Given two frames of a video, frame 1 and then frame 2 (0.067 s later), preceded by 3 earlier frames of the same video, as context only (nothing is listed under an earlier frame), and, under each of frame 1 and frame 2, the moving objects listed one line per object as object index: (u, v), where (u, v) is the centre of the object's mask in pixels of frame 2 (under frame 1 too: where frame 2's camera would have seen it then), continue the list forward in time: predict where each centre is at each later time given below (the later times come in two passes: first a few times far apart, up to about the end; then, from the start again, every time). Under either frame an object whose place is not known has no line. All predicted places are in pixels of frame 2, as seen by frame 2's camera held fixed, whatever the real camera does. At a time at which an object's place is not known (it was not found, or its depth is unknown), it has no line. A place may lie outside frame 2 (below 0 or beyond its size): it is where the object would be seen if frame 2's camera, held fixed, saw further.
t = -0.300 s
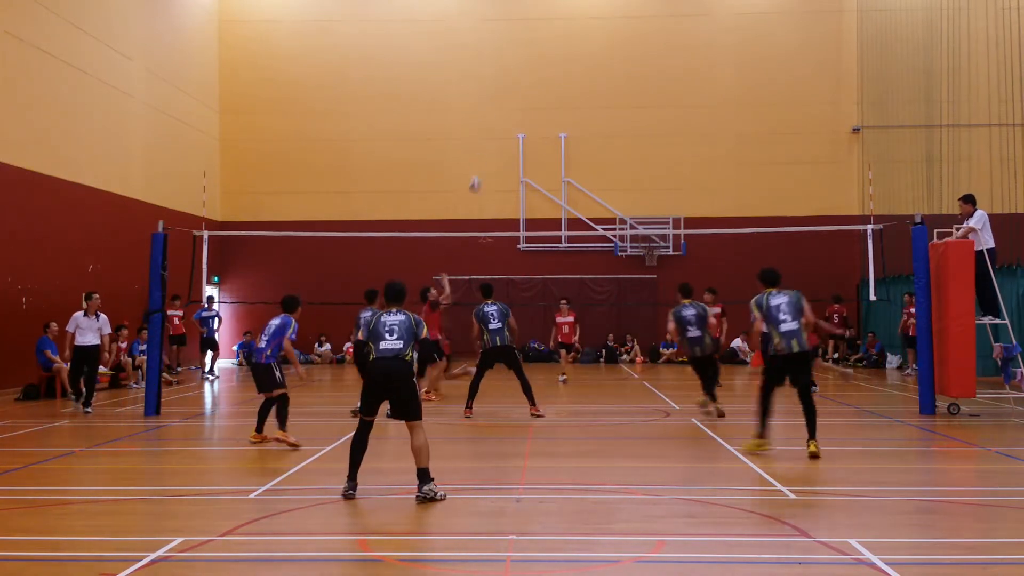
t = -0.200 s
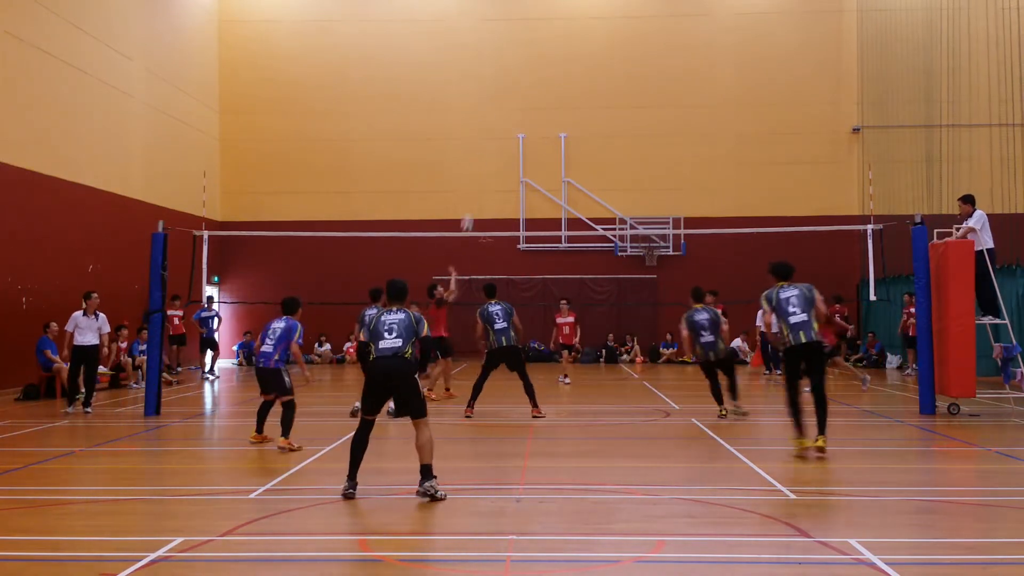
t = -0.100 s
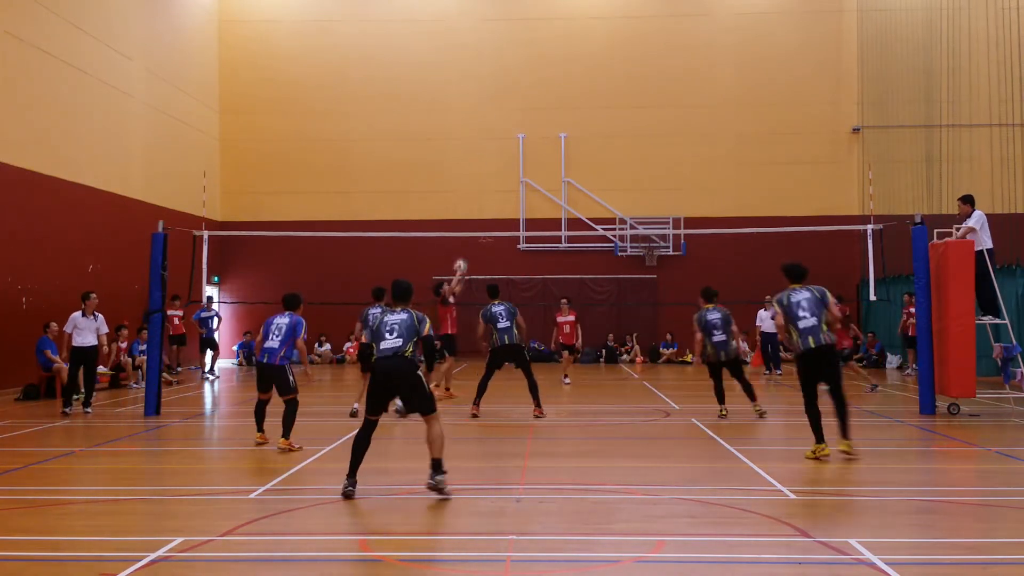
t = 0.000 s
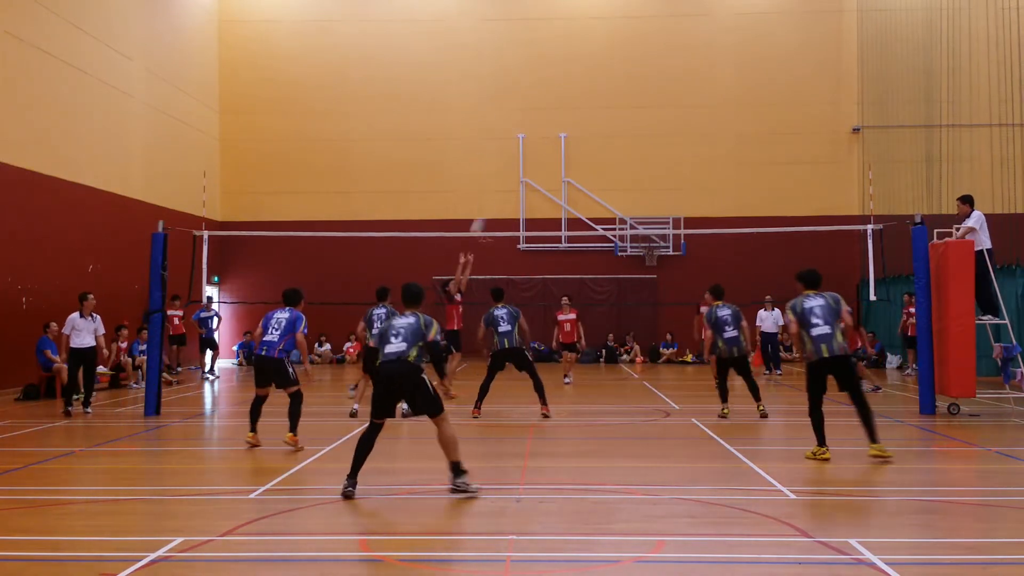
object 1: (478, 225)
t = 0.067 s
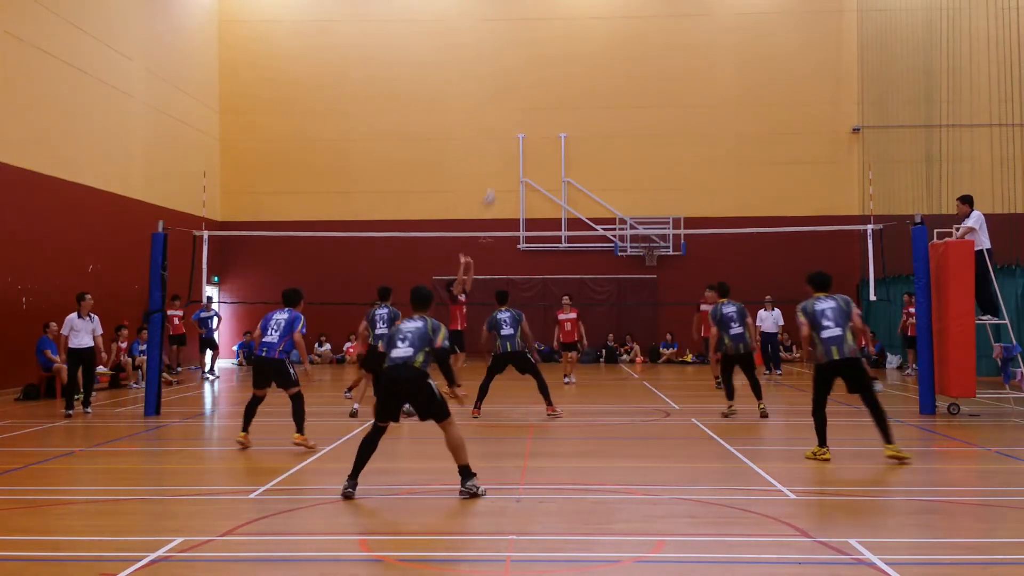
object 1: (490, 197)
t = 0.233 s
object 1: (522, 138)
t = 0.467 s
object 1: (569, 80)
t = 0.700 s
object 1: (618, 57)
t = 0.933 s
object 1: (667, 68)
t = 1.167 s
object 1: (717, 119)
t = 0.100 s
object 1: (496, 184)
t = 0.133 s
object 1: (503, 172)
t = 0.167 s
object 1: (510, 160)
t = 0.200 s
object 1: (517, 147)
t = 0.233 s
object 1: (522, 138)
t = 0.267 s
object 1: (529, 128)
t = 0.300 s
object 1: (536, 118)
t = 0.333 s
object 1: (543, 109)
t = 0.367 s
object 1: (550, 101)
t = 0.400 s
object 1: (556, 93)
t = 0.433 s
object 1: (563, 86)
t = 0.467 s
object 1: (569, 80)
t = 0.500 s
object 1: (577, 75)
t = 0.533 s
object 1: (584, 70)
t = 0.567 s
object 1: (590, 66)
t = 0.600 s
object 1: (597, 62)
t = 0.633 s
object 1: (604, 60)
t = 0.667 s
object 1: (610, 58)
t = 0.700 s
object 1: (618, 57)
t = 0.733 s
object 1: (625, 56)
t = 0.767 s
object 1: (632, 57)
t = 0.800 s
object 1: (639, 57)
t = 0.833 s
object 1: (646, 59)
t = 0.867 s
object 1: (653, 61)
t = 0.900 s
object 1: (660, 65)
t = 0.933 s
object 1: (667, 68)
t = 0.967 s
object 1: (674, 73)
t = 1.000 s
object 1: (682, 79)
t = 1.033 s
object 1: (689, 85)
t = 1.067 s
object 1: (696, 92)
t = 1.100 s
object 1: (704, 101)
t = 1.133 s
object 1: (710, 109)
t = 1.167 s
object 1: (717, 119)
